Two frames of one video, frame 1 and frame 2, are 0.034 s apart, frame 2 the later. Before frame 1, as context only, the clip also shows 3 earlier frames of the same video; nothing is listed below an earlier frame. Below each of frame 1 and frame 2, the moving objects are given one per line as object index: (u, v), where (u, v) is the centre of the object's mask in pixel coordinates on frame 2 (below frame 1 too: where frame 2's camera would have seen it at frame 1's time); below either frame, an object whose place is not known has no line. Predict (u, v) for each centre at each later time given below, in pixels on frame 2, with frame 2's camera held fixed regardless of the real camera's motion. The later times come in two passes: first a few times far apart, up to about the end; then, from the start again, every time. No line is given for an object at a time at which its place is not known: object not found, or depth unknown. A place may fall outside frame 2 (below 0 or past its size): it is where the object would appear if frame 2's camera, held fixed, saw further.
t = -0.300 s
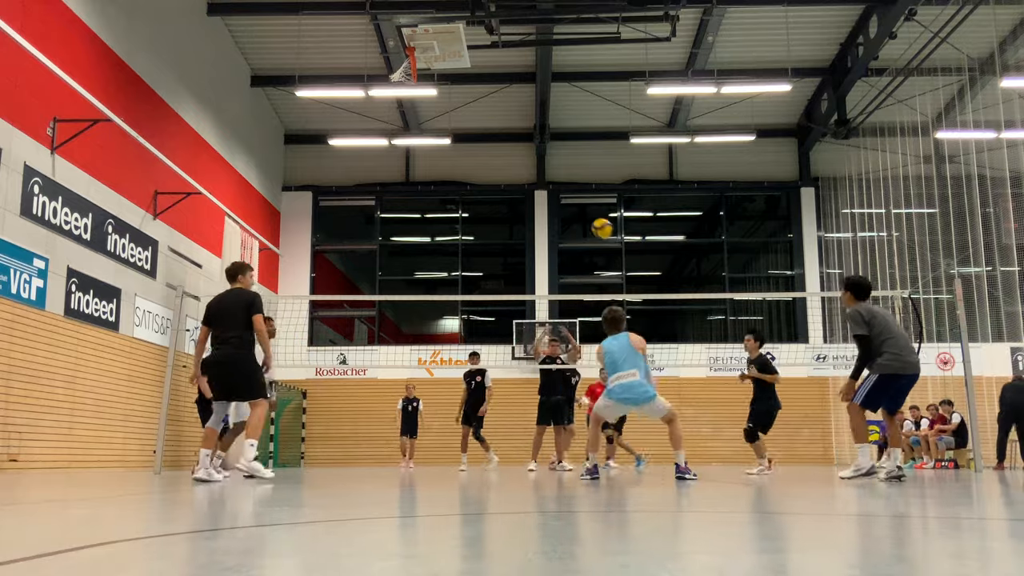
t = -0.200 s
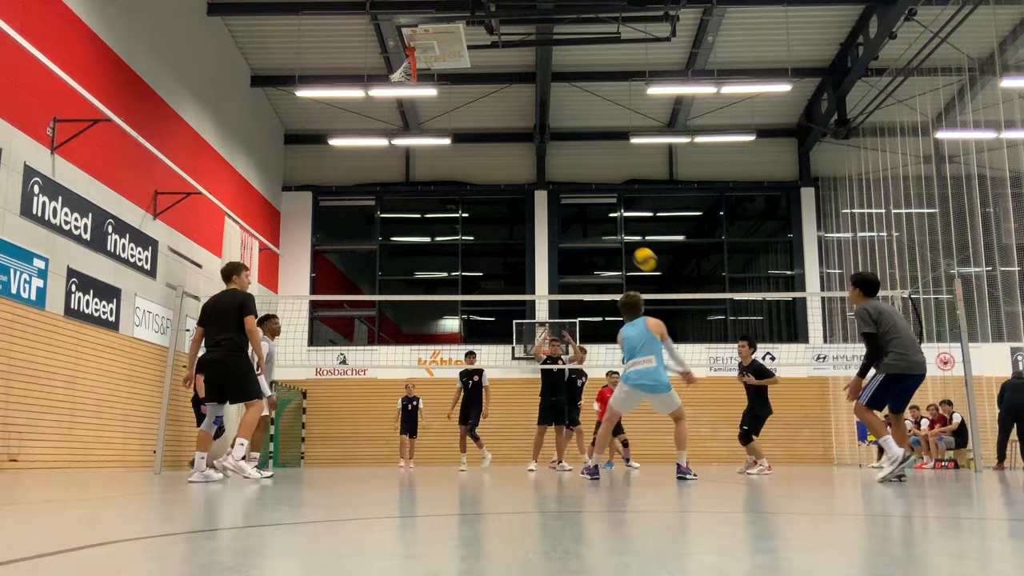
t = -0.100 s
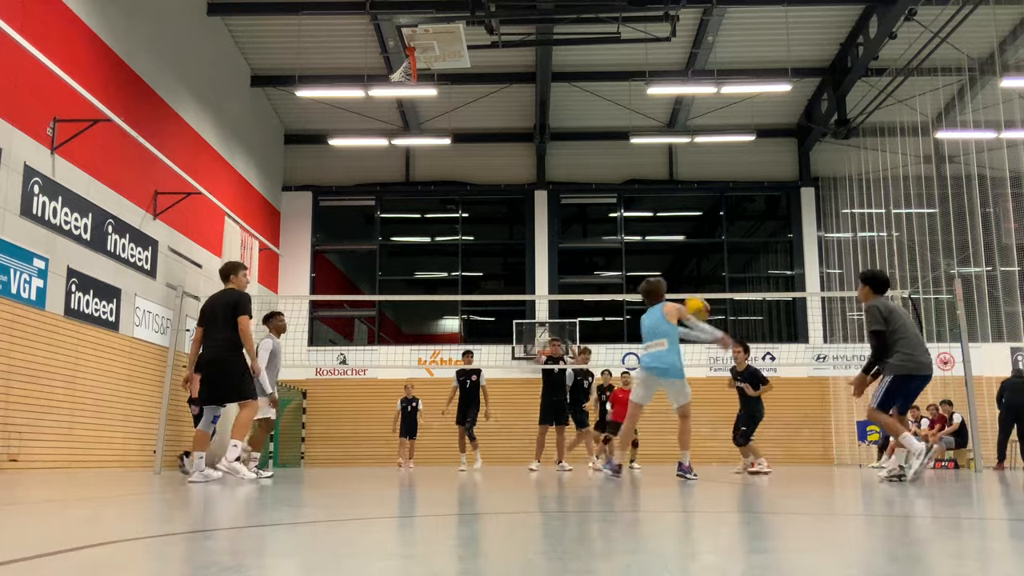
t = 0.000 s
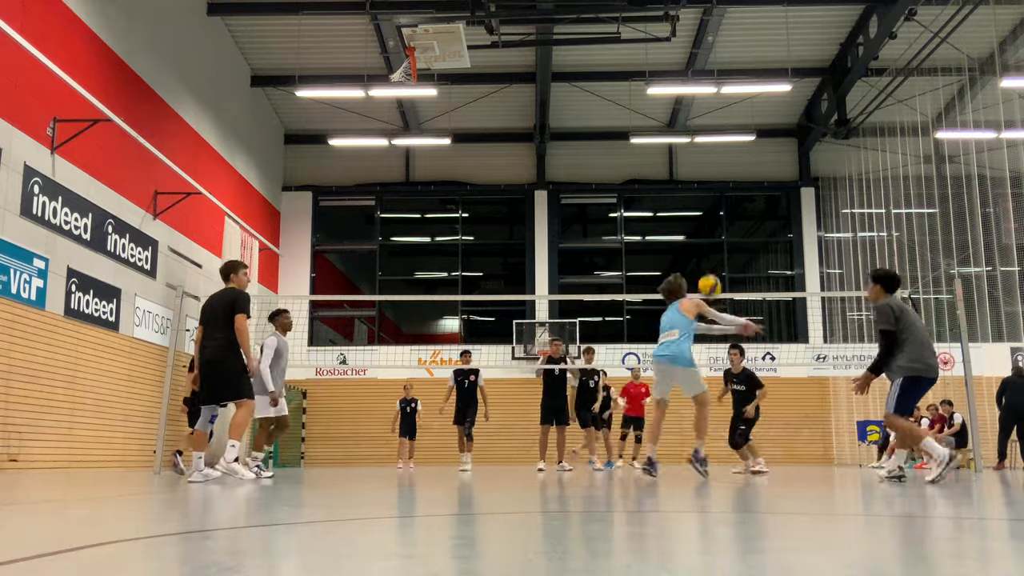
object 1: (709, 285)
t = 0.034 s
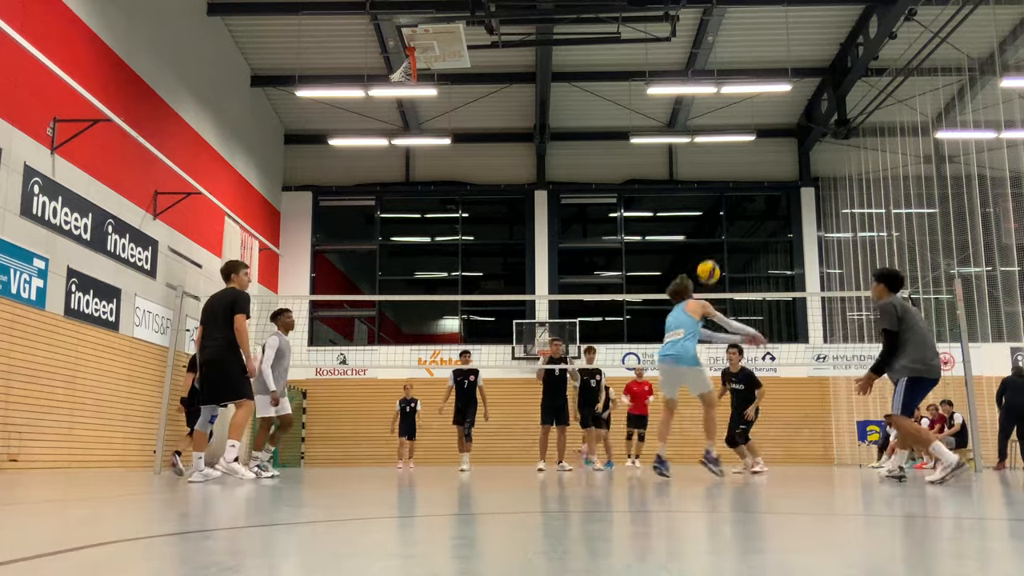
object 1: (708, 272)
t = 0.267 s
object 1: (700, 212)
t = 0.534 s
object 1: (694, 214)
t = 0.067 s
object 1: (707, 259)
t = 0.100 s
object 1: (706, 248)
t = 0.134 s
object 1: (704, 238)
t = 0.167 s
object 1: (703, 230)
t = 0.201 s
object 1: (702, 223)
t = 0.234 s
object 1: (701, 217)
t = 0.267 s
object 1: (700, 212)
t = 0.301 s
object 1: (699, 209)
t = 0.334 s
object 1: (698, 207)
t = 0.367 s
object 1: (697, 206)
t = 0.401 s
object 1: (697, 205)
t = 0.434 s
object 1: (696, 206)
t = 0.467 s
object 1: (695, 208)
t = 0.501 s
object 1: (694, 210)
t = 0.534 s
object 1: (694, 214)
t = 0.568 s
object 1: (693, 218)
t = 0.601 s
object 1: (693, 223)
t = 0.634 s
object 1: (692, 229)
